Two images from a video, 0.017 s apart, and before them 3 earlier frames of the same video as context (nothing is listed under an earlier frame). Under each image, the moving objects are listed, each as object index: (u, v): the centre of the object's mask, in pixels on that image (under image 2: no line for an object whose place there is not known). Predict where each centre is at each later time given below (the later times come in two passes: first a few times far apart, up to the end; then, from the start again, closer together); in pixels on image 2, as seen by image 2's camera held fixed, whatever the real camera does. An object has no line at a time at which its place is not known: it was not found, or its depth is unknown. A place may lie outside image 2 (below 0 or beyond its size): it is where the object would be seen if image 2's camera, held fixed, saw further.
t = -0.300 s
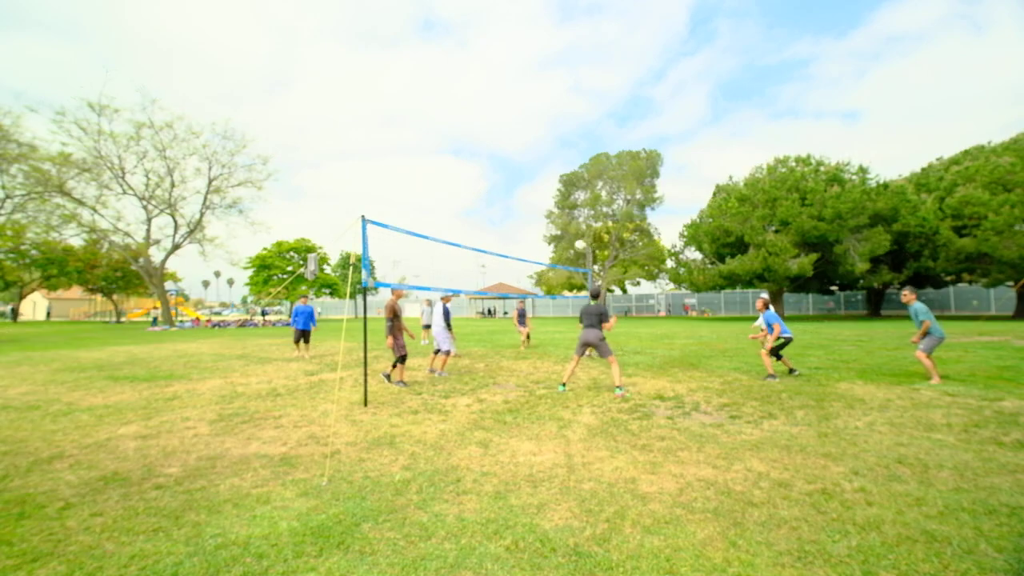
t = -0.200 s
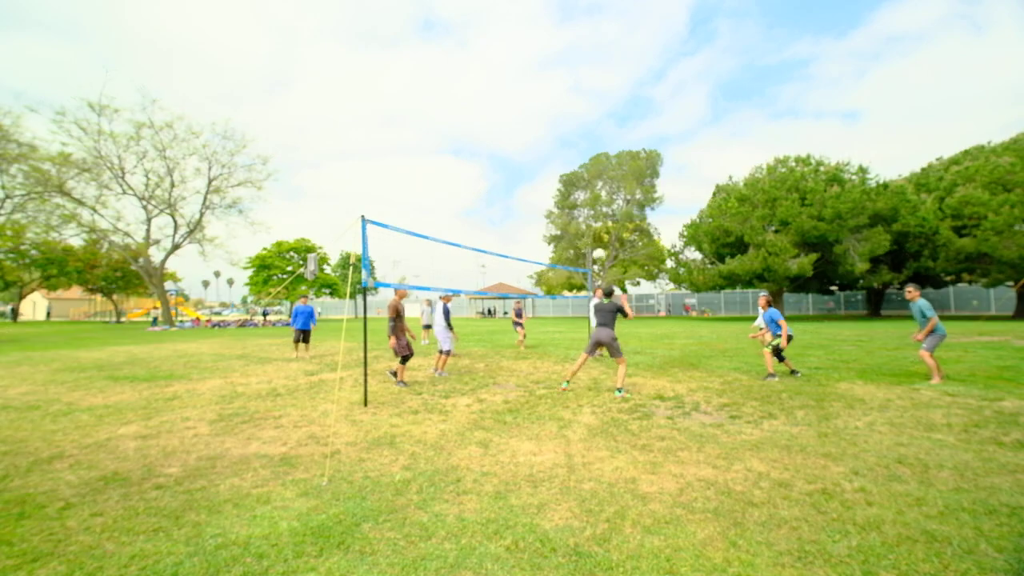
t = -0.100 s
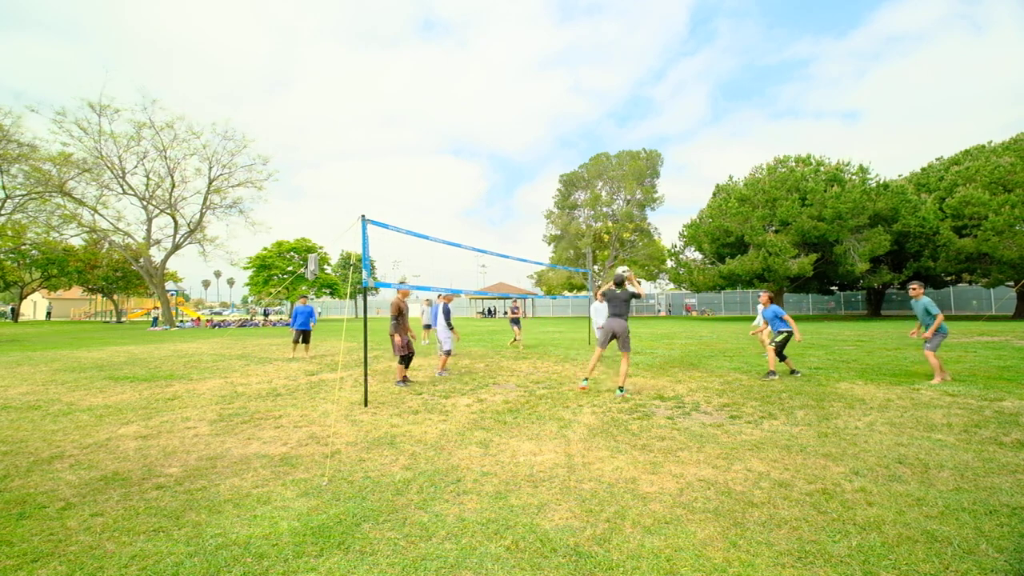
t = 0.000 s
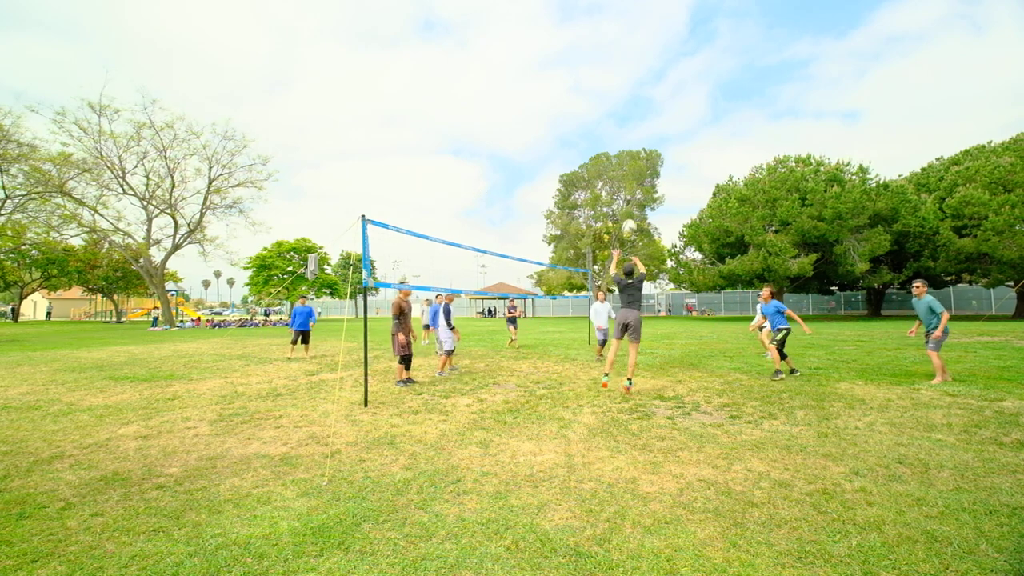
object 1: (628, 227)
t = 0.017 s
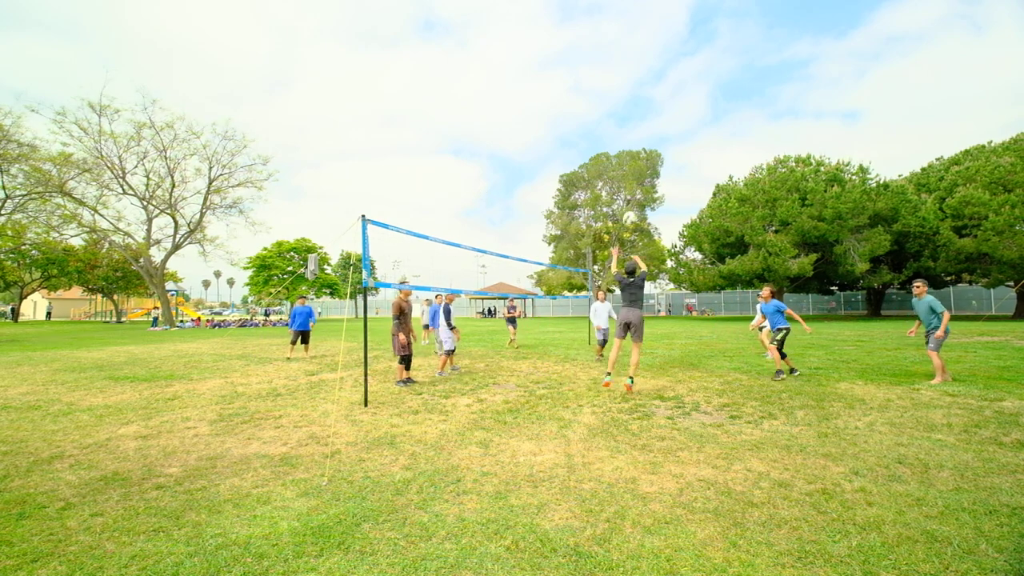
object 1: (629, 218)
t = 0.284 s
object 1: (637, 115)
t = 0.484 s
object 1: (642, 70)
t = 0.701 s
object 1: (647, 47)
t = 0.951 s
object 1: (653, 55)
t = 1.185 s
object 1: (659, 95)
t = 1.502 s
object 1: (666, 196)
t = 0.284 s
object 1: (637, 115)
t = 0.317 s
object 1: (639, 106)
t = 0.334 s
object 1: (639, 102)
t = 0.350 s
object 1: (640, 98)
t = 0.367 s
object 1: (640, 93)
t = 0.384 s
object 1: (640, 90)
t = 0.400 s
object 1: (640, 86)
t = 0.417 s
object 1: (641, 82)
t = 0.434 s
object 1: (641, 79)
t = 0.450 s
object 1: (642, 76)
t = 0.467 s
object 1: (642, 73)
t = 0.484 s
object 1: (642, 70)
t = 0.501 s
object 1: (643, 67)
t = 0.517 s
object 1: (643, 65)
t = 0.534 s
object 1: (643, 63)
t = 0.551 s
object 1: (644, 59)
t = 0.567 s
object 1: (645, 58)
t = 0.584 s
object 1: (645, 57)
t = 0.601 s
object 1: (645, 54)
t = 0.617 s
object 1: (645, 53)
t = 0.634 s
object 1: (646, 52)
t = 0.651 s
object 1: (647, 50)
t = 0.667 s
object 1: (647, 49)
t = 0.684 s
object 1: (647, 48)
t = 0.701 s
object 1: (647, 47)
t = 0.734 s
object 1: (649, 46)
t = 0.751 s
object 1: (649, 47)
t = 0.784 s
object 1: (649, 46)
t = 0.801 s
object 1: (650, 46)
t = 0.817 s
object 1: (650, 46)
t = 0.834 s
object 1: (651, 47)
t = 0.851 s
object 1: (651, 48)
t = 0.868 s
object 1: (651, 50)
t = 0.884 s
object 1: (652, 50)
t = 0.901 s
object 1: (652, 51)
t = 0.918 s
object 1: (653, 52)
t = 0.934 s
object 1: (653, 54)
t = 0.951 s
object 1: (653, 55)
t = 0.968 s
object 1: (654, 57)
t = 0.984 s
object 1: (654, 60)
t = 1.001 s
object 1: (655, 62)
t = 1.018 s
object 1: (655, 64)
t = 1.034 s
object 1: (656, 66)
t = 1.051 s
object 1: (656, 68)
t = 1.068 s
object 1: (657, 72)
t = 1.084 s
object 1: (657, 74)
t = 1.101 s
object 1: (657, 77)
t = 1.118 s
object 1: (658, 80)
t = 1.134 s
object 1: (658, 83)
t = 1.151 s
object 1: (658, 86)
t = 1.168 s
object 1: (658, 90)
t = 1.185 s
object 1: (659, 95)
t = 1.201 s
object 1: (660, 98)
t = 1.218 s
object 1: (660, 102)
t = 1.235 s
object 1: (661, 107)
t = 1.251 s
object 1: (661, 111)
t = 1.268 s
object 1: (662, 116)
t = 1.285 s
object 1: (662, 120)
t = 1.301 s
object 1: (663, 125)
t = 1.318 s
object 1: (664, 132)
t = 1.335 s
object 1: (664, 136)
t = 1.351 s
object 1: (664, 141)
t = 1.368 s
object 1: (664, 146)
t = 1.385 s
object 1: (665, 152)
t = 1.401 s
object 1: (664, 158)
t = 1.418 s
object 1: (665, 164)
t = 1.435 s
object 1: (666, 171)
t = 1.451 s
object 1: (666, 176)
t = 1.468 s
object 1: (666, 184)
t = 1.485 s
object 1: (666, 190)
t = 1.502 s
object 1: (666, 196)
